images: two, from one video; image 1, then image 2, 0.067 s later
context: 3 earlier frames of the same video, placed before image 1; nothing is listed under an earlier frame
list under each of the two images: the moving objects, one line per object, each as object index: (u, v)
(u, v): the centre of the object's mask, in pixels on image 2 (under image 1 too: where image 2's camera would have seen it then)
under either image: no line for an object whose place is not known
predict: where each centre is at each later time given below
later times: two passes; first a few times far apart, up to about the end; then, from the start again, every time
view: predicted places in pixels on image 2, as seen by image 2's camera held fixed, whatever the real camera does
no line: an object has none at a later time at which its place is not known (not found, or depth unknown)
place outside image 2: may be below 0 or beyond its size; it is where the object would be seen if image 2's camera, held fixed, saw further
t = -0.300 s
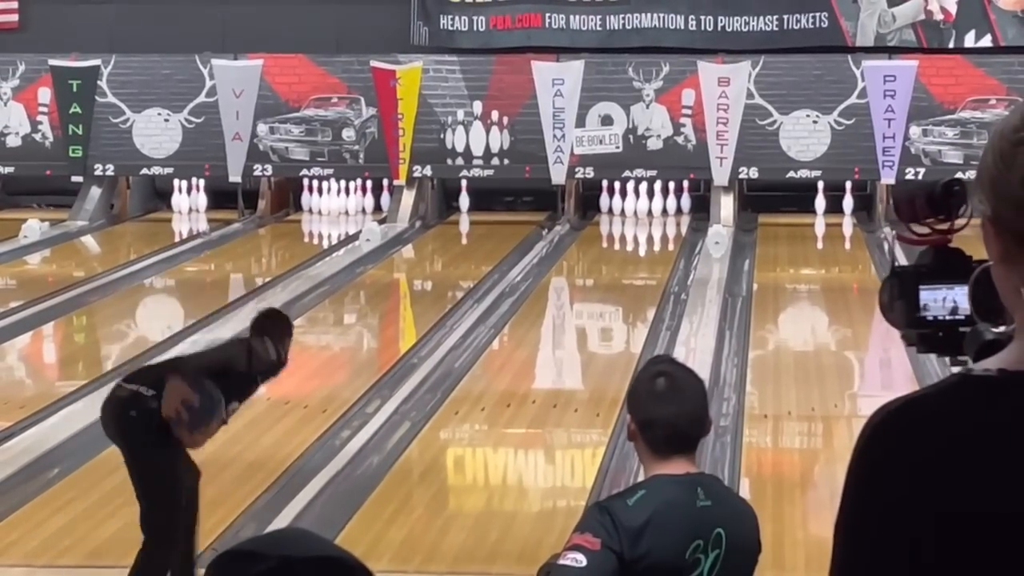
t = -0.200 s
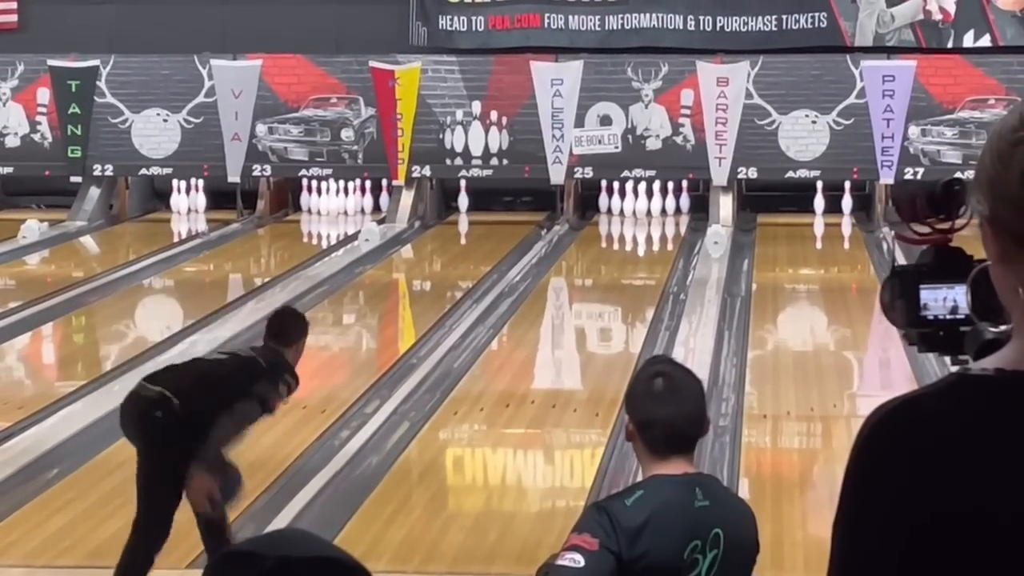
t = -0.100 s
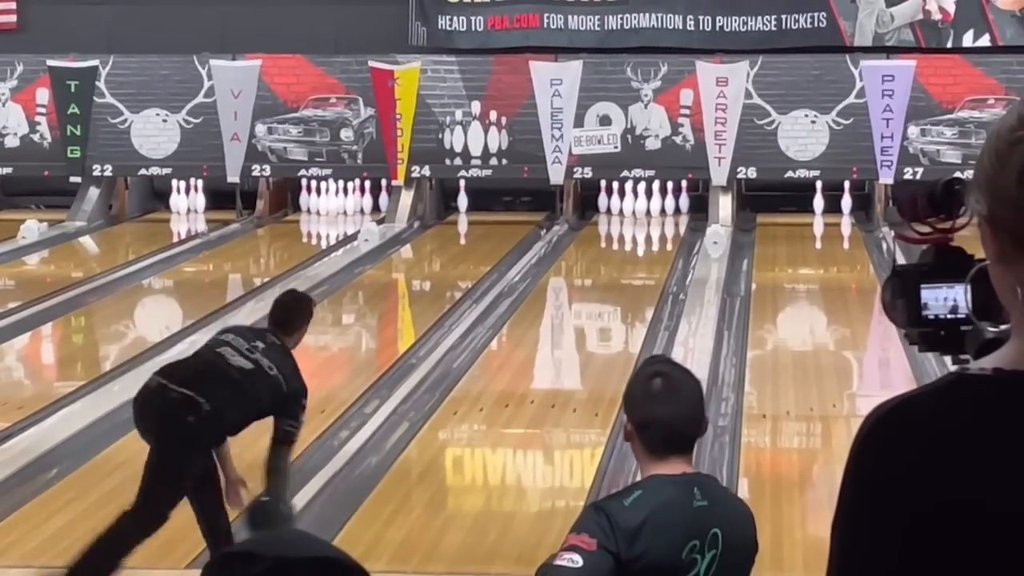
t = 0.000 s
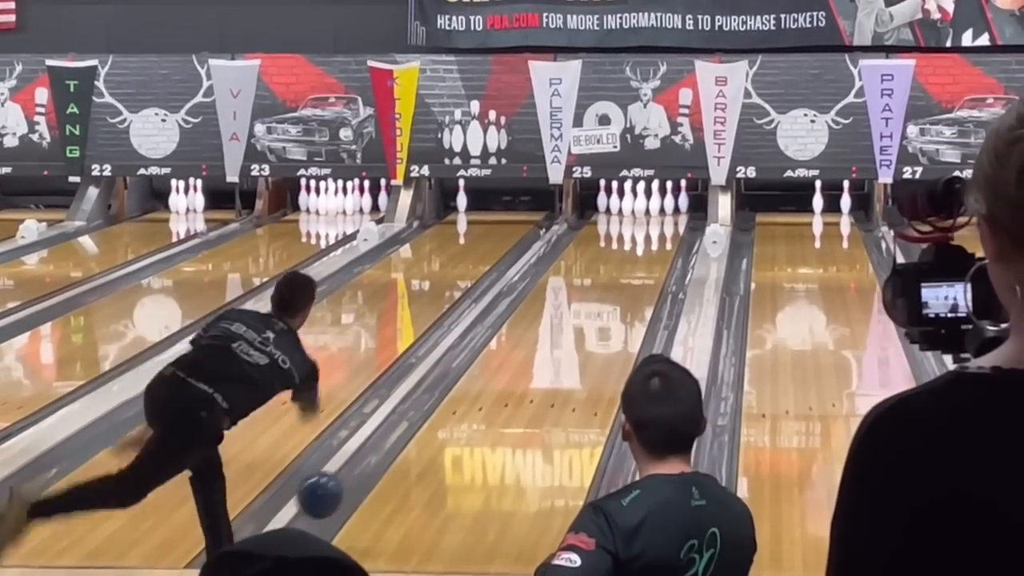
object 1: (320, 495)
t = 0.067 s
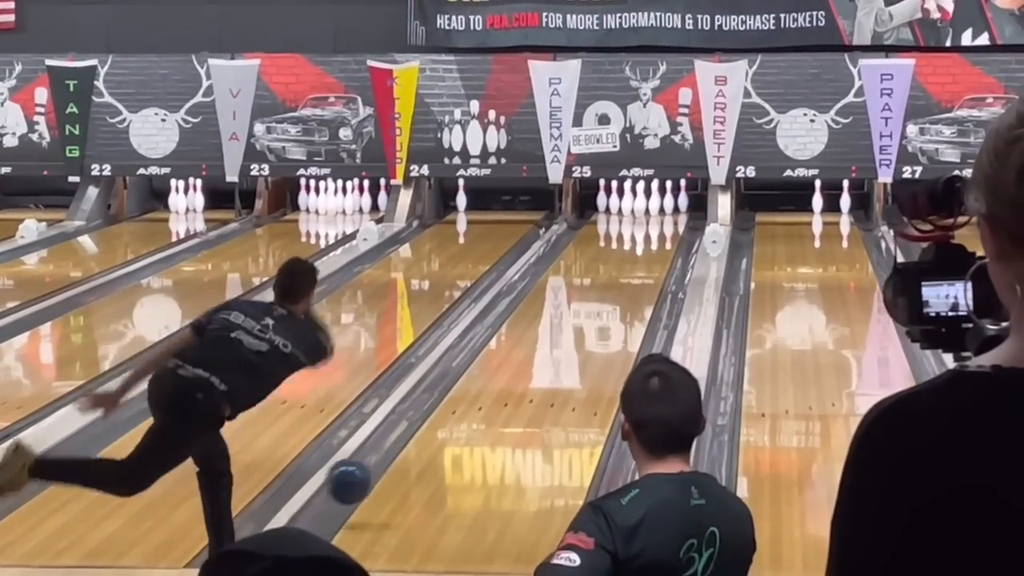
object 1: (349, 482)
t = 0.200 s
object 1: (401, 462)
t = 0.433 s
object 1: (473, 407)
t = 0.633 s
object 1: (520, 368)
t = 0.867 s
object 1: (564, 333)
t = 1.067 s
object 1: (595, 306)
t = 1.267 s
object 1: (619, 284)
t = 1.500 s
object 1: (640, 262)
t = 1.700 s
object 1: (651, 247)
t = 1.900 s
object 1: (653, 234)
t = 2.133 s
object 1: (646, 221)
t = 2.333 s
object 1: (637, 211)
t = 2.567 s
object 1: (634, 203)
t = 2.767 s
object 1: (637, 204)
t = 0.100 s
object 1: (363, 479)
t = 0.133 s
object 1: (376, 479)
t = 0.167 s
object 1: (389, 473)
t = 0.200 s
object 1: (401, 462)
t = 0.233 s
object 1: (413, 454)
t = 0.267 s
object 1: (424, 446)
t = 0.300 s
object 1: (434, 438)
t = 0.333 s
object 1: (444, 430)
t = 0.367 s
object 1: (454, 422)
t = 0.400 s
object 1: (464, 414)
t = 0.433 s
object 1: (473, 407)
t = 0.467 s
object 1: (481, 400)
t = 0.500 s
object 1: (490, 394)
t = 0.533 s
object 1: (498, 387)
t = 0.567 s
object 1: (506, 381)
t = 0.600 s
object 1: (513, 375)
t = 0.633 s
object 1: (520, 368)
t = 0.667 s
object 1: (527, 363)
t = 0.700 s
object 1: (534, 358)
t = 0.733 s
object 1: (541, 352)
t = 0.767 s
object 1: (547, 347)
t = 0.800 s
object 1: (553, 342)
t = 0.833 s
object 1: (559, 337)
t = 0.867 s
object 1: (564, 333)
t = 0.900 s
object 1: (570, 328)
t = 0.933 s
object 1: (575, 323)
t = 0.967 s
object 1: (580, 319)
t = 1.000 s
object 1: (585, 315)
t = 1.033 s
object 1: (590, 310)
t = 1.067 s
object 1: (595, 306)
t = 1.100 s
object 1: (599, 302)
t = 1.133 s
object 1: (603, 299)
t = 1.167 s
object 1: (607, 295)
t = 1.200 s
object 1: (611, 291)
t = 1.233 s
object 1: (615, 288)
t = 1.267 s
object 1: (619, 284)
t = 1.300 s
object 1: (622, 281)
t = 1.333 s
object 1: (626, 278)
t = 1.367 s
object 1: (629, 274)
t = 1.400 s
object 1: (632, 271)
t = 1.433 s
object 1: (635, 268)
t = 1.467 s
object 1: (638, 265)
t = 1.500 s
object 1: (640, 262)
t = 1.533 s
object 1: (643, 259)
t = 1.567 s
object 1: (645, 257)
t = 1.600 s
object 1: (647, 254)
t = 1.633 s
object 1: (648, 252)
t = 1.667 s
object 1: (650, 249)
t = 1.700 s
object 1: (651, 247)
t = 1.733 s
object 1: (652, 245)
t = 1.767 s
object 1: (652, 243)
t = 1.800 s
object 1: (653, 240)
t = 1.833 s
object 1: (653, 238)
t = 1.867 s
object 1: (653, 236)
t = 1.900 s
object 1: (653, 234)
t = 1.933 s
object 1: (652, 232)
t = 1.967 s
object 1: (652, 230)
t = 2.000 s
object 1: (652, 228)
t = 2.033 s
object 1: (651, 226)
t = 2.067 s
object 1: (649, 224)
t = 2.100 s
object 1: (648, 222)
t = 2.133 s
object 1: (646, 221)
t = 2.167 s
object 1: (645, 219)
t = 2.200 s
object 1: (642, 217)
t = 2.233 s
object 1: (641, 216)
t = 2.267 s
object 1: (640, 214)
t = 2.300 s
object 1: (638, 213)
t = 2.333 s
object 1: (637, 211)
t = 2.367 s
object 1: (636, 210)
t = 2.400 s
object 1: (634, 208)
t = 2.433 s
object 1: (632, 207)
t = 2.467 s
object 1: (633, 206)
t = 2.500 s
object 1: (633, 205)
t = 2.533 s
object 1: (633, 204)
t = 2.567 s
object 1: (634, 203)
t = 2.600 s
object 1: (635, 202)
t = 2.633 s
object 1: (635, 202)
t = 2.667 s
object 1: (636, 201)
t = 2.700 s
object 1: (637, 201)
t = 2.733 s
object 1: (636, 203)
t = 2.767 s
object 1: (637, 204)
